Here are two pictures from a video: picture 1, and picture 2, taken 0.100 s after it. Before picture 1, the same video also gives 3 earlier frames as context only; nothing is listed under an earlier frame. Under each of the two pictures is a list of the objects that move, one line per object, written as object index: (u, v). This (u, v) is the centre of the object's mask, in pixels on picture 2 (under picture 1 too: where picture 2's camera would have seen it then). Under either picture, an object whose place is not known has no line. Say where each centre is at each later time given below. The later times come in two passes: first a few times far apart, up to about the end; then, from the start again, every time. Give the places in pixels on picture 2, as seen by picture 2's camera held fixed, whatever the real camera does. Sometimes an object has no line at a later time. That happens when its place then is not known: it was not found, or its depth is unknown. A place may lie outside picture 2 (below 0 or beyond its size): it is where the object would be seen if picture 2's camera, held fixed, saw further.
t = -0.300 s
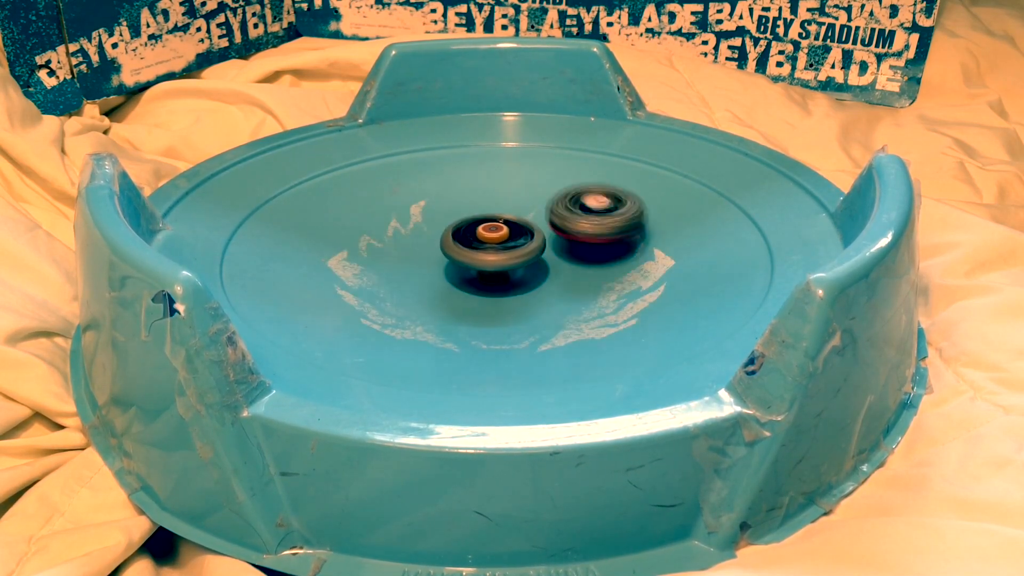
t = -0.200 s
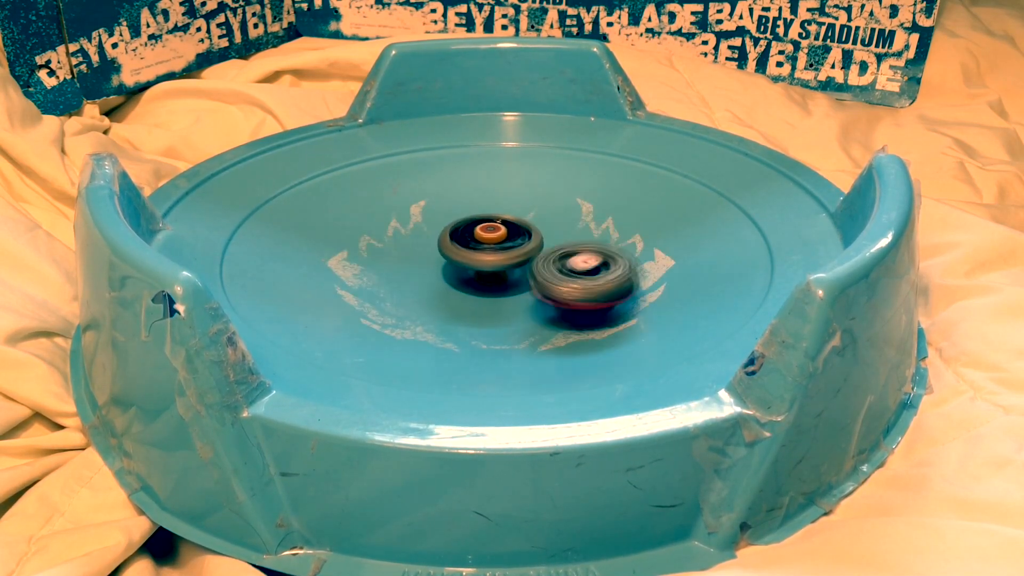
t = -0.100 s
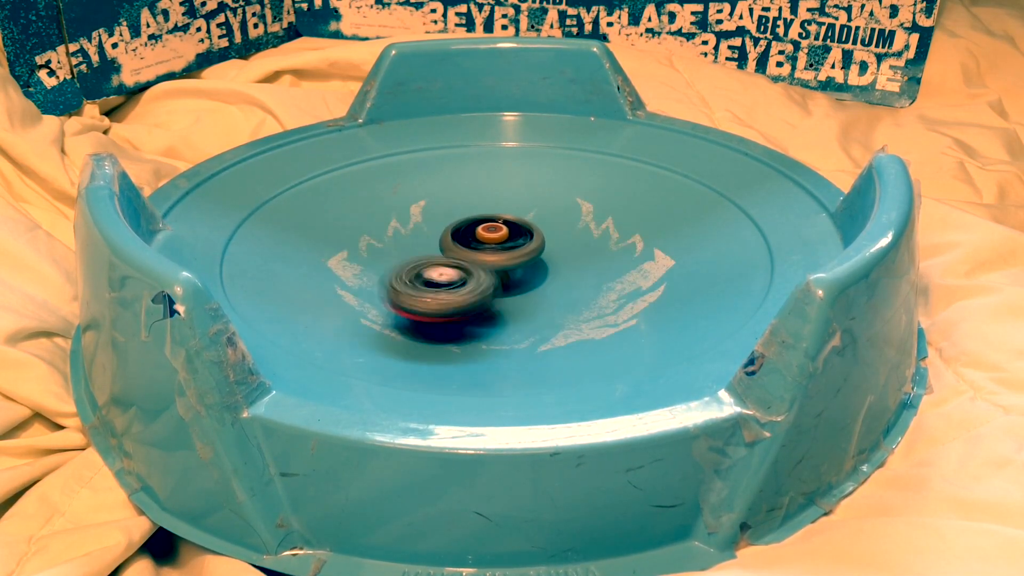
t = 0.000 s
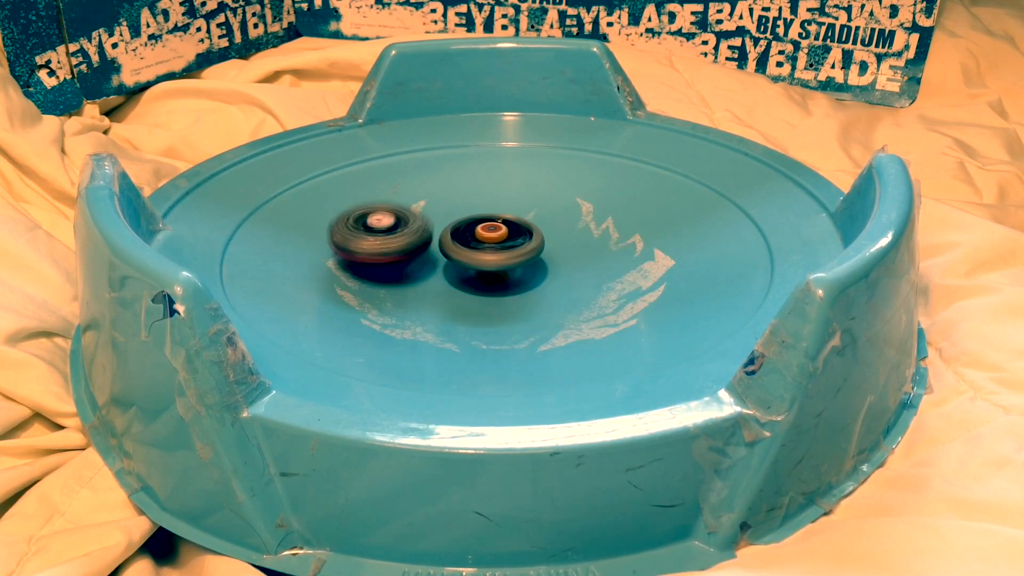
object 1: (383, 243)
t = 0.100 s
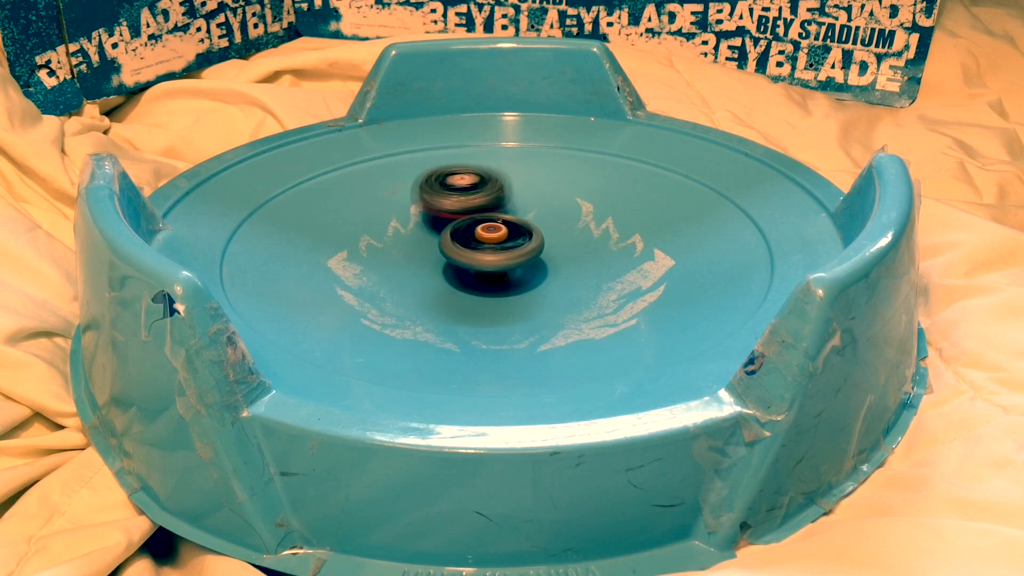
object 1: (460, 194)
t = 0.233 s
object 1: (602, 231)
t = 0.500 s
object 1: (385, 257)
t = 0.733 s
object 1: (584, 220)
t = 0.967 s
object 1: (422, 289)
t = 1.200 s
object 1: (402, 233)
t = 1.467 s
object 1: (343, 203)
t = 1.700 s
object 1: (445, 236)
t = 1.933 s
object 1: (384, 235)
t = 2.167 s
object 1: (429, 224)
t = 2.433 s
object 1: (473, 222)
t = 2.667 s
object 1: (512, 222)
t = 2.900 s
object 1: (536, 230)
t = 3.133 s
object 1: (558, 245)
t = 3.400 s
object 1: (558, 257)
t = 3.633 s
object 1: (542, 280)
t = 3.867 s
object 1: (508, 286)
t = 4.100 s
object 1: (468, 276)
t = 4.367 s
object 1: (437, 269)
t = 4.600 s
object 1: (364, 249)
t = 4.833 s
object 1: (379, 221)
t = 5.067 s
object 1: (427, 213)
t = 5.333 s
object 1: (491, 202)
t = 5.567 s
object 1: (565, 199)
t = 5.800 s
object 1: (562, 230)
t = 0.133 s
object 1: (506, 192)
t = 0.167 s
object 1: (547, 200)
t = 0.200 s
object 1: (580, 214)
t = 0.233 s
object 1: (602, 231)
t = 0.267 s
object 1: (610, 251)
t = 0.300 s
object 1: (600, 271)
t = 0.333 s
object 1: (570, 290)
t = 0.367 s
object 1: (525, 301)
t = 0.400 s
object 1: (476, 303)
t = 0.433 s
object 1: (430, 293)
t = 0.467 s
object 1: (398, 277)
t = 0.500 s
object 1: (385, 257)
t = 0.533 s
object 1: (389, 237)
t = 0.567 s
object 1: (405, 219)
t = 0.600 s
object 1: (432, 203)
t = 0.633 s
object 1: (472, 193)
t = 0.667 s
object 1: (518, 194)
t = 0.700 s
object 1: (557, 205)
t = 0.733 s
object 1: (584, 220)
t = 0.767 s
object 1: (601, 238)
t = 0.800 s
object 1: (604, 259)
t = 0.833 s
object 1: (588, 278)
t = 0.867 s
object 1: (556, 294)
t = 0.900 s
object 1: (510, 302)
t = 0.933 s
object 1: (462, 300)
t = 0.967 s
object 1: (422, 289)
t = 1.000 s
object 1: (396, 272)
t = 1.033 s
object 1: (388, 255)
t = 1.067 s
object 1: (391, 245)
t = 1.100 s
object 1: (394, 240)
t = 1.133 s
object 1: (395, 237)
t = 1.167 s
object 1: (398, 235)
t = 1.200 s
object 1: (402, 233)
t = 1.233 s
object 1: (407, 232)
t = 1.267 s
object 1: (407, 231)
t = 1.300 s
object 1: (412, 231)
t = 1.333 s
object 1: (418, 233)
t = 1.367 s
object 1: (424, 234)
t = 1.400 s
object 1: (376, 217)
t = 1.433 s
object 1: (346, 205)
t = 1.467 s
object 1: (343, 203)
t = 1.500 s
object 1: (352, 206)
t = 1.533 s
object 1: (366, 210)
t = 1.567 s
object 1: (384, 216)
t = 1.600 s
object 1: (401, 223)
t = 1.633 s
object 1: (418, 229)
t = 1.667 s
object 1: (432, 233)
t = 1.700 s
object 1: (445, 236)
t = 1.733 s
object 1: (396, 237)
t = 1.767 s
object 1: (352, 237)
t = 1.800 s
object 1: (337, 238)
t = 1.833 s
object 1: (344, 239)
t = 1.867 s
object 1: (356, 237)
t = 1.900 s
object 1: (370, 236)
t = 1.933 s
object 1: (384, 235)
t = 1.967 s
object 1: (396, 235)
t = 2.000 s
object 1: (406, 234)
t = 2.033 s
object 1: (408, 230)
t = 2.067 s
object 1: (411, 228)
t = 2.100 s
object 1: (416, 226)
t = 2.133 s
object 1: (423, 224)
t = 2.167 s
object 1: (429, 224)
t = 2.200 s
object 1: (435, 223)
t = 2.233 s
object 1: (438, 224)
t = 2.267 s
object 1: (445, 224)
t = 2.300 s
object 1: (451, 224)
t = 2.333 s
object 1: (457, 224)
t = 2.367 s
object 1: (463, 223)
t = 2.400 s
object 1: (468, 223)
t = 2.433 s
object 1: (473, 222)
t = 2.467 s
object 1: (479, 221)
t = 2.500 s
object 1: (485, 219)
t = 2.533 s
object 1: (491, 218)
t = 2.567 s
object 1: (497, 218)
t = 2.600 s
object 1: (502, 219)
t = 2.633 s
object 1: (509, 220)
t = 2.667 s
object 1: (512, 222)
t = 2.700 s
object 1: (515, 223)
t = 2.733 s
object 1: (517, 223)
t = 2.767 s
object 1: (519, 225)
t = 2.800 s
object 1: (520, 226)
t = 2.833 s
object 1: (522, 228)
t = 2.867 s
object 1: (527, 229)
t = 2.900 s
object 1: (536, 230)
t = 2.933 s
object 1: (538, 232)
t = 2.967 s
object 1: (539, 234)
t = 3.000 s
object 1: (540, 237)
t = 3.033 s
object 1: (541, 238)
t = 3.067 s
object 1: (541, 241)
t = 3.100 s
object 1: (542, 243)
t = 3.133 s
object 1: (558, 245)
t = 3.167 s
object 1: (559, 246)
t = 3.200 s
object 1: (560, 248)
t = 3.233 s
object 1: (561, 249)
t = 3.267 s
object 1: (560, 250)
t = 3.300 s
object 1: (559, 251)
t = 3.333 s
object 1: (556, 253)
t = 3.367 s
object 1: (559, 255)
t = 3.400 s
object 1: (558, 257)
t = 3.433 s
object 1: (555, 259)
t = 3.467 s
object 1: (551, 260)
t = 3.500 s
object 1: (550, 265)
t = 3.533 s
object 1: (551, 273)
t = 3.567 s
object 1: (548, 276)
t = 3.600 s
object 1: (547, 275)
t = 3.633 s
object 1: (542, 280)
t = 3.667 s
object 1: (538, 281)
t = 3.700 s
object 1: (537, 279)
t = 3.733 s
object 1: (533, 283)
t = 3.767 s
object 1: (528, 280)
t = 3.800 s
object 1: (525, 286)
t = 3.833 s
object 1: (519, 280)
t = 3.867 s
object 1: (508, 286)
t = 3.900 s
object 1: (501, 284)
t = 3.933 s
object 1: (496, 285)
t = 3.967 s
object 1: (490, 283)
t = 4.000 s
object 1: (486, 280)
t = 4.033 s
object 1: (482, 278)
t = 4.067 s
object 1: (475, 278)
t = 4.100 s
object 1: (468, 276)
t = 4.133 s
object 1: (465, 274)
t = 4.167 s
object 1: (465, 272)
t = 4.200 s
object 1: (454, 271)
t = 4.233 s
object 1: (439, 270)
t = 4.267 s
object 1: (436, 270)
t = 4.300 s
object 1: (434, 270)
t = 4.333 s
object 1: (435, 270)
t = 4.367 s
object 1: (437, 269)
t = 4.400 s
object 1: (440, 269)
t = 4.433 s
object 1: (416, 267)
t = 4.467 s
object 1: (362, 260)
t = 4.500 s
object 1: (345, 255)
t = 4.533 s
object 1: (347, 252)
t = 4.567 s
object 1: (354, 250)
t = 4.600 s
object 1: (364, 249)
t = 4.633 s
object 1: (376, 248)
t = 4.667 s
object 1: (389, 247)
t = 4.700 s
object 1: (401, 246)
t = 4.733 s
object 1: (412, 245)
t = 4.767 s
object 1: (385, 232)
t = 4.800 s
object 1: (375, 224)
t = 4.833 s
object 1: (379, 221)
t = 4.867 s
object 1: (385, 218)
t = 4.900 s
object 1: (392, 217)
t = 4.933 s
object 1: (400, 216)
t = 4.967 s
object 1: (408, 215)
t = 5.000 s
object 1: (415, 215)
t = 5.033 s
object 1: (421, 215)
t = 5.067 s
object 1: (427, 213)
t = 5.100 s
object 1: (438, 202)
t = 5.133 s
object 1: (447, 189)
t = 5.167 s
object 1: (455, 187)
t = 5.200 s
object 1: (463, 188)
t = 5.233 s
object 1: (471, 191)
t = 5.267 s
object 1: (478, 193)
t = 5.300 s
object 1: (485, 197)
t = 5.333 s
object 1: (491, 202)
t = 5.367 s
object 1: (496, 206)
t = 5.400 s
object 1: (501, 207)
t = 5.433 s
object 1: (508, 208)
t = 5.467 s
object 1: (514, 211)
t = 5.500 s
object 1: (541, 202)
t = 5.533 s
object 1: (557, 197)
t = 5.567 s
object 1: (565, 199)
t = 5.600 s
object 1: (569, 203)
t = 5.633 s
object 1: (572, 208)
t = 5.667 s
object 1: (572, 212)
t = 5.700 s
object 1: (571, 217)
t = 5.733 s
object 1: (568, 222)
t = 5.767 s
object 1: (565, 226)
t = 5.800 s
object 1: (562, 230)
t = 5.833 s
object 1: (578, 232)
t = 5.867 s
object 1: (584, 235)
